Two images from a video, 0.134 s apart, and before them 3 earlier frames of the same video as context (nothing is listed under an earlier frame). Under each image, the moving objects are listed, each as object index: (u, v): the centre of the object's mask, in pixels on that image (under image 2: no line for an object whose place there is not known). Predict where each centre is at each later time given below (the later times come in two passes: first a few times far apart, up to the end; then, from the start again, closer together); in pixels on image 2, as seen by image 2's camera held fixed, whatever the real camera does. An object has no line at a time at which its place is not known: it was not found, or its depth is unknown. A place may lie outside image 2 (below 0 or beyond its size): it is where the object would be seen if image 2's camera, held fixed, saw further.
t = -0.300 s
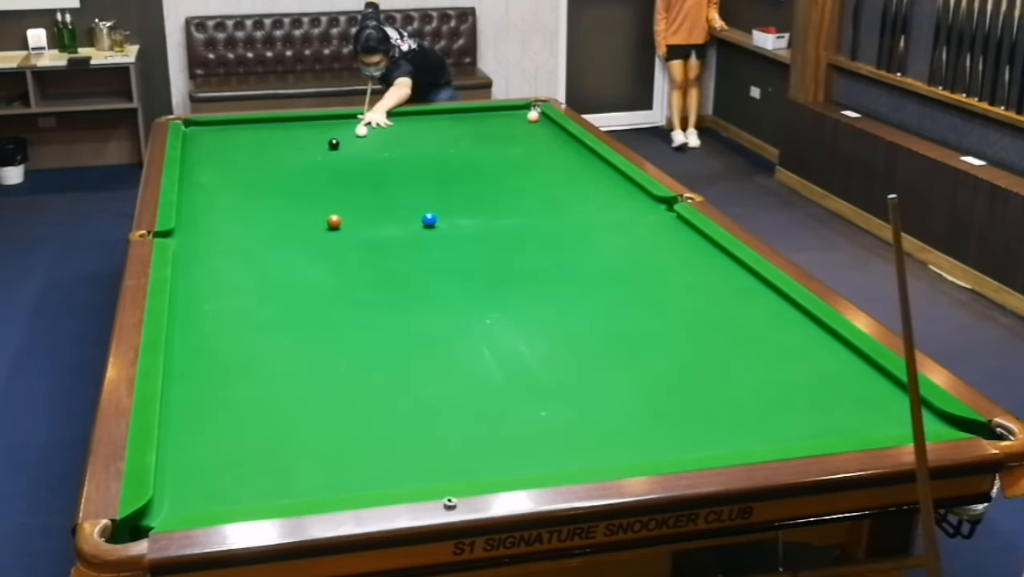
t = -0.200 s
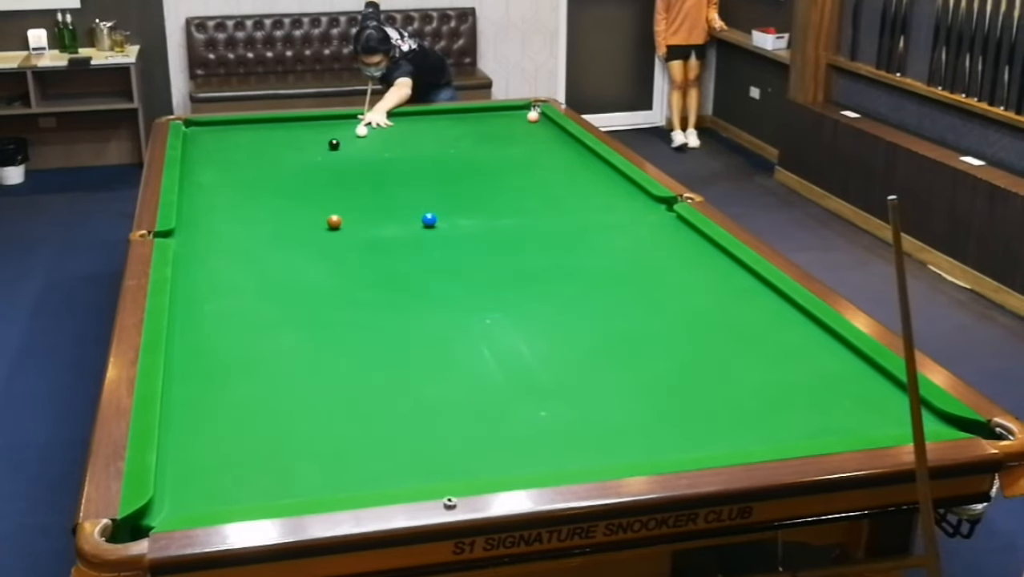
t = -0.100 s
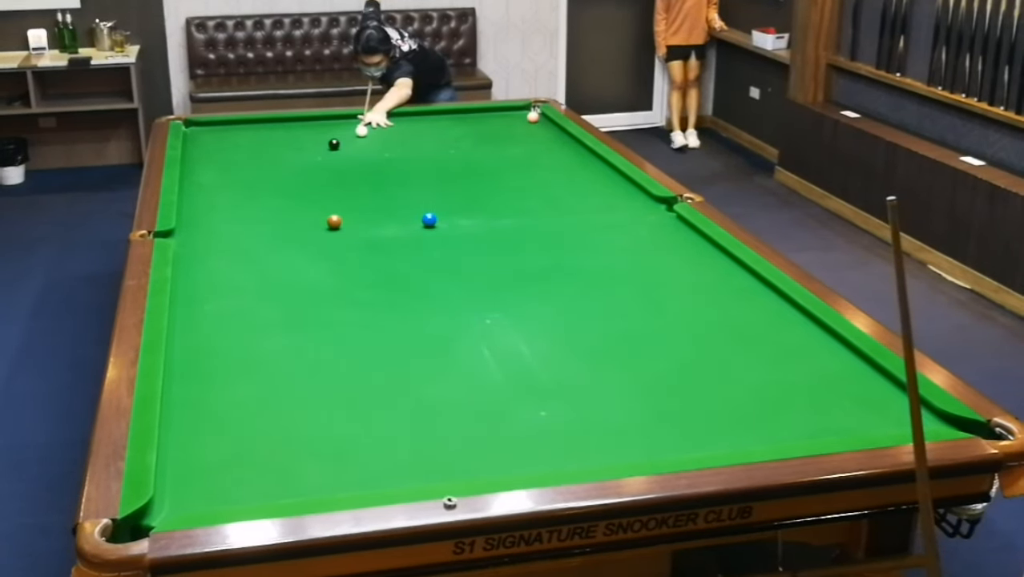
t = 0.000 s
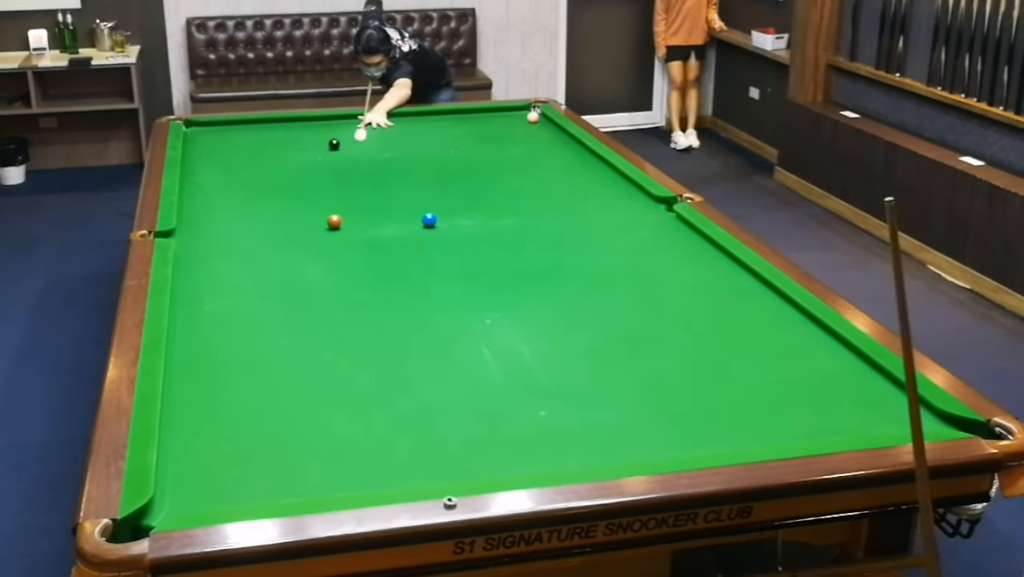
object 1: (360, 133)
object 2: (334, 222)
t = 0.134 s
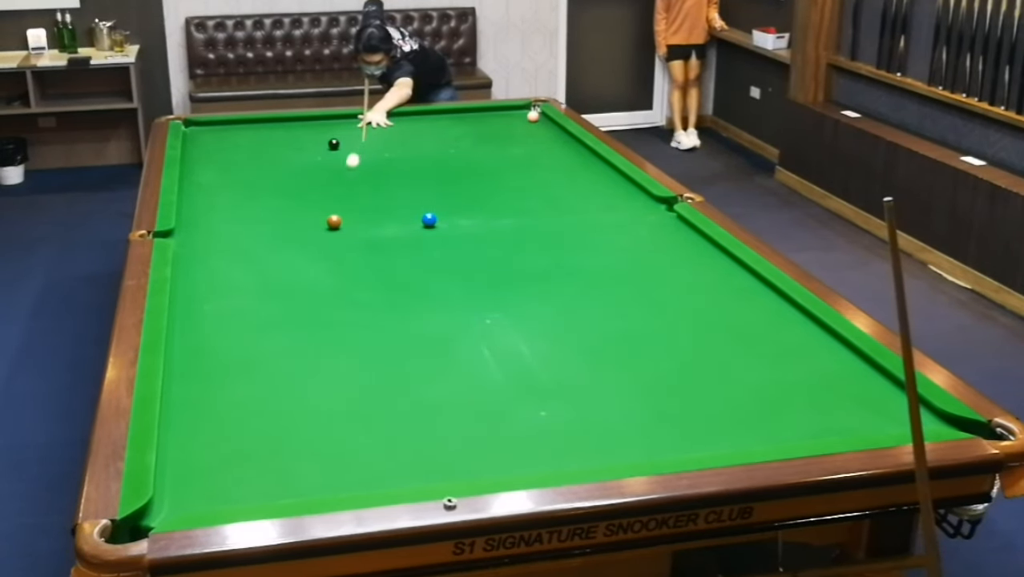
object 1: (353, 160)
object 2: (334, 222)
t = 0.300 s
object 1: (342, 195)
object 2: (334, 222)
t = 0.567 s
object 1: (339, 218)
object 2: (319, 257)
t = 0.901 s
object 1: (342, 219)
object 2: (290, 328)
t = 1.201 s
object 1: (343, 220)
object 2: (255, 413)
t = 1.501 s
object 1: (343, 221)
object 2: (211, 488)
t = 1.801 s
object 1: (343, 221)
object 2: (183, 415)
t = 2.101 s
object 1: (343, 221)
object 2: (181, 361)
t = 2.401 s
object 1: (343, 221)
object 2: (193, 319)
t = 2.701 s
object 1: (343, 221)
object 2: (203, 285)
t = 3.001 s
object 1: (343, 220)
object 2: (212, 256)
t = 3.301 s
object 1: (343, 220)
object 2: (219, 232)
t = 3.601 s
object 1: (343, 221)
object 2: (224, 212)
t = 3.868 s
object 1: (343, 221)
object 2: (229, 196)
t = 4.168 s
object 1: (343, 221)
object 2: (233, 180)
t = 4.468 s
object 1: (343, 221)
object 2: (236, 167)
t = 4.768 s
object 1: (343, 221)
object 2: (239, 154)
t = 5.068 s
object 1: (343, 221)
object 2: (241, 143)
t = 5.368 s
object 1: (343, 221)
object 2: (243, 134)
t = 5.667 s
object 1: (343, 221)
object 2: (243, 126)
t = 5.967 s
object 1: (343, 221)
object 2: (244, 123)
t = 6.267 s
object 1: (343, 221)
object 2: (245, 128)
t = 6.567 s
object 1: (343, 221)
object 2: (247, 133)
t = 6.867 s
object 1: (343, 221)
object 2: (247, 138)
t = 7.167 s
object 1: (343, 221)
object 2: (247, 142)
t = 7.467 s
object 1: (343, 221)
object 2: (247, 147)
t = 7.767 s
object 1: (343, 221)
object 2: (247, 151)
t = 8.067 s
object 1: (343, 221)
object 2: (247, 154)
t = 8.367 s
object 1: (343, 221)
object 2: (246, 158)
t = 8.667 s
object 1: (343, 221)
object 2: (245, 160)
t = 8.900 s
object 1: (343, 221)
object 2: (244, 162)
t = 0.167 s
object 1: (351, 167)
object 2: (334, 222)
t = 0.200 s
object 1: (349, 174)
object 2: (334, 222)
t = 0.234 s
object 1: (347, 181)
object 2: (334, 222)
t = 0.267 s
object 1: (345, 188)
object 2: (334, 222)
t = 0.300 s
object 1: (342, 195)
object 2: (334, 222)
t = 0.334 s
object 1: (341, 203)
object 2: (334, 222)
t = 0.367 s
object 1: (339, 209)
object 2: (334, 222)
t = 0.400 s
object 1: (337, 214)
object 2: (333, 224)
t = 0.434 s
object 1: (337, 217)
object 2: (331, 230)
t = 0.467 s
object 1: (337, 217)
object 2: (328, 237)
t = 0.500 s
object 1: (338, 217)
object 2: (325, 243)
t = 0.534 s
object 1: (338, 218)
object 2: (322, 250)
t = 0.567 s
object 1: (339, 218)
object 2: (319, 257)
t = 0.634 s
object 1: (339, 218)
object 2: (314, 271)
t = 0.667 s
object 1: (340, 218)
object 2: (311, 277)
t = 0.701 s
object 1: (340, 219)
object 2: (308, 284)
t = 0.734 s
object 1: (340, 218)
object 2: (305, 291)
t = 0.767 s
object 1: (341, 219)
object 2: (302, 298)
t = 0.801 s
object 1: (341, 219)
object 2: (300, 305)
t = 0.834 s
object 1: (341, 219)
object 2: (297, 312)
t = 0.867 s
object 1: (341, 219)
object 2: (294, 320)
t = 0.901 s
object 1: (342, 219)
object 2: (290, 328)
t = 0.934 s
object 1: (342, 219)
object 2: (287, 336)
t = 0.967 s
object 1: (342, 219)
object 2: (283, 345)
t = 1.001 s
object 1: (342, 220)
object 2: (280, 353)
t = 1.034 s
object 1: (342, 220)
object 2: (276, 362)
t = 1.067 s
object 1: (342, 220)
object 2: (272, 372)
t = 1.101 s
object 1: (342, 220)
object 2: (268, 381)
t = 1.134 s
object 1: (342, 220)
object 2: (264, 392)
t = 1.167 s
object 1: (342, 220)
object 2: (260, 402)
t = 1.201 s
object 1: (343, 220)
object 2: (255, 413)
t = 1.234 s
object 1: (343, 220)
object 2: (251, 424)
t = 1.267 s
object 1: (343, 220)
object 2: (246, 436)
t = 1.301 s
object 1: (343, 220)
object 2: (241, 448)
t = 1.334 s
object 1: (343, 220)
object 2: (236, 461)
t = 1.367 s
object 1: (343, 220)
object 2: (230, 474)
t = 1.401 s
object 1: (343, 220)
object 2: (225, 488)
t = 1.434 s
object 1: (343, 221)
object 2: (219, 497)
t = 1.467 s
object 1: (343, 221)
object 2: (214, 497)
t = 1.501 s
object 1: (343, 221)
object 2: (211, 488)
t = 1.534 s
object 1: (343, 221)
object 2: (207, 478)
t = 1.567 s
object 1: (343, 221)
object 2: (204, 468)
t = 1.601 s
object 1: (343, 221)
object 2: (201, 459)
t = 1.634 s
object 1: (343, 221)
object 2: (198, 451)
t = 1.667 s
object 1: (343, 221)
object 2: (194, 444)
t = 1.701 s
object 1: (343, 221)
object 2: (191, 436)
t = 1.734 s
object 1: (343, 221)
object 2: (189, 429)
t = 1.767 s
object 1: (343, 221)
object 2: (186, 421)
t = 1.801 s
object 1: (343, 221)
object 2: (183, 415)
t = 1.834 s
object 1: (343, 221)
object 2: (180, 408)
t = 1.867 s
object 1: (343, 220)
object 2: (178, 401)
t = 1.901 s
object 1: (343, 221)
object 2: (175, 395)
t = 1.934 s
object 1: (343, 221)
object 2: (173, 388)
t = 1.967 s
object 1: (343, 221)
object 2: (174, 382)
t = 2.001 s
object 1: (343, 221)
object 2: (176, 377)
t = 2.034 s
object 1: (343, 221)
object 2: (177, 371)
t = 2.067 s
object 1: (343, 221)
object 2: (179, 366)
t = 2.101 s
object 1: (343, 221)
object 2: (181, 361)
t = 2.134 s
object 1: (343, 221)
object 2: (182, 356)
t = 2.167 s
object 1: (343, 220)
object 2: (184, 351)
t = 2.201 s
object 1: (343, 220)
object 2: (186, 346)
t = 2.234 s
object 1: (343, 220)
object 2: (187, 341)
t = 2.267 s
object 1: (343, 221)
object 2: (188, 336)
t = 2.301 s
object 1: (343, 221)
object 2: (189, 332)
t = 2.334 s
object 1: (343, 220)
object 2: (191, 328)
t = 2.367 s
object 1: (343, 221)
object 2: (192, 323)
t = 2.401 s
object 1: (343, 221)
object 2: (193, 319)
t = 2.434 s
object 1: (343, 221)
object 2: (195, 315)
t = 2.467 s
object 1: (343, 221)
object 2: (196, 311)
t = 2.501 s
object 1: (343, 221)
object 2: (197, 307)
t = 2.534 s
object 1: (343, 220)
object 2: (198, 303)
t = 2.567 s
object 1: (343, 220)
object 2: (199, 299)
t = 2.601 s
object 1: (343, 220)
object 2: (200, 295)
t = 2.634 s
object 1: (343, 220)
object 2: (201, 291)
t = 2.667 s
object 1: (343, 221)
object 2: (202, 288)
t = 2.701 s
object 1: (343, 221)
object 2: (203, 285)
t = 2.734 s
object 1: (343, 220)
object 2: (204, 281)
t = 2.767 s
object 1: (343, 221)
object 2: (205, 278)
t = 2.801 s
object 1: (343, 221)
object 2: (206, 274)
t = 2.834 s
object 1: (343, 221)
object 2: (207, 271)
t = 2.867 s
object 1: (343, 221)
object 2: (208, 268)
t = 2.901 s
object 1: (343, 221)
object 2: (209, 265)
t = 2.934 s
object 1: (343, 221)
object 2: (210, 262)
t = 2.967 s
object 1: (343, 220)
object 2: (211, 259)
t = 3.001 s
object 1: (343, 220)
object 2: (212, 256)
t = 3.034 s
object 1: (343, 221)
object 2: (213, 253)
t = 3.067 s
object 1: (343, 221)
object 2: (213, 250)
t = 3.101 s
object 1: (343, 221)
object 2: (214, 248)
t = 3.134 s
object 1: (343, 221)
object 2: (215, 245)
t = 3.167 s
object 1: (343, 221)
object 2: (215, 242)
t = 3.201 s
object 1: (343, 221)
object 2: (216, 239)
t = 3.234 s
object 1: (343, 221)
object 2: (217, 237)
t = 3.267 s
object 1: (343, 220)
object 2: (218, 234)
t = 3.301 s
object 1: (343, 220)
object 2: (219, 232)
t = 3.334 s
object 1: (343, 220)
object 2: (219, 229)
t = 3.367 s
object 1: (343, 221)
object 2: (220, 227)
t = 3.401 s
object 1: (343, 220)
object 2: (221, 225)
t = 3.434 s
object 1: (343, 221)
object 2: (221, 222)
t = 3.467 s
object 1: (343, 221)
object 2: (222, 220)
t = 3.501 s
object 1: (343, 221)
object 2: (222, 218)
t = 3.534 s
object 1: (343, 221)
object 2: (223, 216)
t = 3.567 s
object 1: (343, 221)
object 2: (224, 214)
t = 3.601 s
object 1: (343, 221)
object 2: (224, 212)
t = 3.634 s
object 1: (343, 221)
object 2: (225, 210)
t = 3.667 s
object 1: (343, 221)
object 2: (225, 208)
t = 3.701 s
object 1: (343, 221)
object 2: (226, 206)
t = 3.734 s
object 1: (343, 221)
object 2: (227, 203)
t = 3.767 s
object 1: (343, 221)
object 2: (227, 202)
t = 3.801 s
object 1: (343, 221)
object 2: (228, 200)
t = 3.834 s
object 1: (343, 221)
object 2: (228, 198)
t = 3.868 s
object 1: (343, 221)
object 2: (229, 196)
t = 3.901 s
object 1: (343, 221)
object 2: (229, 194)
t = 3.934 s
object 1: (343, 221)
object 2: (230, 192)
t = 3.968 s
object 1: (343, 221)
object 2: (230, 191)
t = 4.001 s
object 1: (343, 221)
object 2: (230, 189)
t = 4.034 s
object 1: (343, 221)
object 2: (231, 187)
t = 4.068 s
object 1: (343, 221)
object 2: (232, 185)
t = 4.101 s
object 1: (343, 221)
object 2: (232, 184)
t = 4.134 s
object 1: (343, 221)
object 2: (233, 182)
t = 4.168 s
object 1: (343, 221)
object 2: (233, 180)
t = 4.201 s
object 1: (343, 221)
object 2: (233, 179)
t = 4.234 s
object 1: (343, 221)
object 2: (234, 177)
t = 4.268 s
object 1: (343, 221)
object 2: (234, 175)
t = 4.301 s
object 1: (343, 221)
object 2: (234, 174)
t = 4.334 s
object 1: (343, 221)
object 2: (235, 173)
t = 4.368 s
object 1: (343, 221)
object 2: (235, 171)
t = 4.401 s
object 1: (343, 221)
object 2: (235, 169)
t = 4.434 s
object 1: (343, 221)
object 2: (236, 168)
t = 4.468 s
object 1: (343, 221)
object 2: (236, 167)
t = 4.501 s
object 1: (343, 221)
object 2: (236, 165)
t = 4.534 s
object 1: (343, 221)
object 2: (236, 163)
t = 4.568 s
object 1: (343, 221)
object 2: (237, 162)
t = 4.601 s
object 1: (343, 221)
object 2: (237, 161)
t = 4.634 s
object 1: (343, 221)
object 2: (238, 159)
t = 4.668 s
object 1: (343, 221)
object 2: (238, 158)
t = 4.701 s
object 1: (343, 221)
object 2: (238, 157)
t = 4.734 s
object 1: (343, 221)
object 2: (239, 156)
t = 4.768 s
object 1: (343, 221)
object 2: (239, 154)
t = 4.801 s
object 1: (343, 221)
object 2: (239, 153)
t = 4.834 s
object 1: (343, 221)
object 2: (240, 152)
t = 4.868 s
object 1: (343, 221)
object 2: (240, 151)
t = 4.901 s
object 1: (343, 221)
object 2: (240, 149)
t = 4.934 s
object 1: (343, 221)
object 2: (240, 148)
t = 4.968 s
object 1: (343, 221)
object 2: (241, 147)
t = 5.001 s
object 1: (343, 221)
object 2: (241, 146)
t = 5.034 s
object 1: (343, 221)
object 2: (241, 145)
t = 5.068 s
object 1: (343, 221)
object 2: (241, 143)
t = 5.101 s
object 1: (343, 221)
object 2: (241, 142)
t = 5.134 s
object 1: (343, 221)
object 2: (242, 141)
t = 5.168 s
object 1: (343, 221)
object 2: (242, 140)
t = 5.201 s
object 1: (343, 221)
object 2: (242, 139)
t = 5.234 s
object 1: (343, 221)
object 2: (242, 138)
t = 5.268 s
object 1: (343, 221)
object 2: (242, 137)
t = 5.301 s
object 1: (343, 221)
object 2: (242, 136)
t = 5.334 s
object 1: (343, 221)
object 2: (242, 135)
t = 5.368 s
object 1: (343, 221)
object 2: (243, 134)
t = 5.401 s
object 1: (343, 221)
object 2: (243, 133)
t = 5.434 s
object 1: (343, 221)
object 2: (243, 132)
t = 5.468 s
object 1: (343, 221)
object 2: (243, 131)
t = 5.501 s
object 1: (343, 221)
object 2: (243, 130)
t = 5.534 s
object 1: (343, 221)
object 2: (243, 129)
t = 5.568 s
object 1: (343, 221)
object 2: (243, 128)
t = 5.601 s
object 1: (343, 221)
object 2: (243, 127)
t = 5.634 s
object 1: (343, 221)
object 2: (243, 126)
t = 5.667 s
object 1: (343, 221)
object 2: (243, 126)
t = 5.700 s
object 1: (343, 221)
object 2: (243, 125)
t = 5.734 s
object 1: (343, 221)
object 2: (243, 124)
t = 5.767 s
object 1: (343, 221)
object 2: (243, 123)
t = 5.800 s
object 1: (343, 221)
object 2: (243, 122)
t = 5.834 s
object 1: (343, 221)
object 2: (243, 121)
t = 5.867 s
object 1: (343, 221)
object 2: (243, 121)
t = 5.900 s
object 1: (343, 221)
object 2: (243, 121)
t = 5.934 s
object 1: (343, 221)
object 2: (243, 122)
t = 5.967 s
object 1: (343, 221)
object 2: (244, 123)
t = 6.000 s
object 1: (343, 221)
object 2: (244, 123)
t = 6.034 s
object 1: (343, 221)
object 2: (244, 124)
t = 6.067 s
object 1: (343, 221)
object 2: (244, 125)
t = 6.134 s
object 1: (343, 221)
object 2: (245, 126)
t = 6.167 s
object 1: (343, 221)
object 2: (245, 126)
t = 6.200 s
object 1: (343, 221)
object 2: (245, 127)
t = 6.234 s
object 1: (343, 221)
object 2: (245, 127)
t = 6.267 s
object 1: (343, 221)
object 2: (245, 128)
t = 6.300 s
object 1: (343, 221)
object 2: (245, 128)
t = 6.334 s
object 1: (343, 221)
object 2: (246, 129)
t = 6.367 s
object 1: (343, 221)
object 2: (246, 129)
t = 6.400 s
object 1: (343, 221)
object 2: (246, 130)
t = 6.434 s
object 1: (343, 221)
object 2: (246, 131)
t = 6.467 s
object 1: (343, 221)
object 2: (246, 132)
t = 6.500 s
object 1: (343, 221)
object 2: (246, 132)
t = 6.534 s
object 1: (343, 221)
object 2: (247, 133)
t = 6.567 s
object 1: (343, 221)
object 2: (247, 133)
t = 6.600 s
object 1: (343, 221)
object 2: (247, 134)
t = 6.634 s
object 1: (343, 221)
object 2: (247, 134)
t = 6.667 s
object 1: (343, 221)
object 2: (247, 135)
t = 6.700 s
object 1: (343, 221)
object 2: (247, 135)
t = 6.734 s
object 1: (343, 221)
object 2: (247, 136)
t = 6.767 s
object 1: (343, 221)
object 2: (247, 136)
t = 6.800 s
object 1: (343, 221)
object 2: (247, 137)
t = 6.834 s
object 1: (343, 221)
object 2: (247, 137)
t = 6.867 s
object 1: (343, 221)
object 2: (247, 138)
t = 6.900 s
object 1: (343, 221)
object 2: (247, 138)
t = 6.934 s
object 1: (343, 221)
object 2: (247, 139)
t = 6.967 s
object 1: (343, 221)
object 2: (247, 139)
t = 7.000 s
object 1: (343, 221)
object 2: (247, 140)
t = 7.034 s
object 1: (343, 221)
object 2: (247, 140)
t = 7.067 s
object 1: (343, 221)
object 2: (247, 141)
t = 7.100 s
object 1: (343, 221)
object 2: (248, 141)
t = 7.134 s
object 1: (343, 221)
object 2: (247, 142)
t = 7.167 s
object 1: (343, 221)
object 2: (247, 142)
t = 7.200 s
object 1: (343, 221)
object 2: (247, 143)
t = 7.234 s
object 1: (343, 221)
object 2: (247, 143)
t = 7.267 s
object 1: (343, 221)
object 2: (247, 144)
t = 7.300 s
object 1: (343, 221)
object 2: (247, 144)
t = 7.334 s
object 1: (343, 221)
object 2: (247, 145)
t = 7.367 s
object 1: (343, 221)
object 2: (247, 145)
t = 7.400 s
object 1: (343, 221)
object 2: (247, 146)
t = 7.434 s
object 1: (343, 221)
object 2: (247, 146)
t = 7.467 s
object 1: (343, 221)
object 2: (247, 147)
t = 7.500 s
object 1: (343, 221)
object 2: (247, 147)
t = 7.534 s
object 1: (343, 221)
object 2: (247, 147)
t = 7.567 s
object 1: (343, 221)
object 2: (247, 148)
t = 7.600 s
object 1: (343, 221)
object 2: (247, 149)
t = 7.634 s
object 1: (343, 221)
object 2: (247, 149)
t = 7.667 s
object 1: (343, 221)
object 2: (247, 150)
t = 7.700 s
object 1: (343, 221)
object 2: (247, 150)
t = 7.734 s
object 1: (343, 221)
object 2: (247, 150)
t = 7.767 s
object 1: (343, 221)
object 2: (247, 151)
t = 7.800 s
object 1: (343, 221)
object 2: (247, 151)
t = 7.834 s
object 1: (343, 221)
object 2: (247, 151)
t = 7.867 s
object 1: (343, 221)
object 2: (247, 152)
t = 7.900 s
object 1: (343, 221)
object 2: (247, 152)
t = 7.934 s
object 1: (343, 221)
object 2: (247, 153)
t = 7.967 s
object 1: (343, 221)
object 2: (247, 153)
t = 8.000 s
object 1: (343, 221)
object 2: (247, 153)
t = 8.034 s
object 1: (343, 221)
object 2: (247, 154)
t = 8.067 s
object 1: (343, 221)
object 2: (247, 154)
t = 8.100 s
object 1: (343, 221)
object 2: (247, 155)
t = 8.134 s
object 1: (343, 221)
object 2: (247, 155)
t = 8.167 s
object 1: (343, 221)
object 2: (247, 156)
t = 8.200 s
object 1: (343, 221)
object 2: (246, 156)
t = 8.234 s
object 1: (343, 221)
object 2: (246, 156)
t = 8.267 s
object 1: (343, 221)
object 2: (246, 157)
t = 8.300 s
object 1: (343, 221)
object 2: (246, 157)
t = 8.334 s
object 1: (343, 221)
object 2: (246, 157)
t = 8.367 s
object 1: (343, 221)
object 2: (246, 158)
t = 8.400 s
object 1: (343, 221)
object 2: (246, 158)
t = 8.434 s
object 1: (343, 221)
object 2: (246, 158)
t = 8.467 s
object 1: (343, 221)
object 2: (246, 159)
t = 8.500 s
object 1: (343, 221)
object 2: (245, 159)
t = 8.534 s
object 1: (343, 221)
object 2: (245, 159)
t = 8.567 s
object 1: (343, 221)
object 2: (245, 159)
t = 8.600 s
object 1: (343, 221)
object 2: (245, 160)
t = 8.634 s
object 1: (343, 221)
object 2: (245, 160)
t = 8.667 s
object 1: (343, 221)
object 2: (245, 160)
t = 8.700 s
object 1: (343, 221)
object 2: (245, 161)
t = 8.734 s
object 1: (343, 221)
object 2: (245, 161)
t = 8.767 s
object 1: (343, 221)
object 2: (244, 161)
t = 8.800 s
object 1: (343, 221)
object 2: (244, 161)
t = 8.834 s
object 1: (343, 221)
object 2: (244, 162)
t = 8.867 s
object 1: (343, 221)
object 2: (244, 162)
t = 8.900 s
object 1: (343, 221)
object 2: (244, 162)
